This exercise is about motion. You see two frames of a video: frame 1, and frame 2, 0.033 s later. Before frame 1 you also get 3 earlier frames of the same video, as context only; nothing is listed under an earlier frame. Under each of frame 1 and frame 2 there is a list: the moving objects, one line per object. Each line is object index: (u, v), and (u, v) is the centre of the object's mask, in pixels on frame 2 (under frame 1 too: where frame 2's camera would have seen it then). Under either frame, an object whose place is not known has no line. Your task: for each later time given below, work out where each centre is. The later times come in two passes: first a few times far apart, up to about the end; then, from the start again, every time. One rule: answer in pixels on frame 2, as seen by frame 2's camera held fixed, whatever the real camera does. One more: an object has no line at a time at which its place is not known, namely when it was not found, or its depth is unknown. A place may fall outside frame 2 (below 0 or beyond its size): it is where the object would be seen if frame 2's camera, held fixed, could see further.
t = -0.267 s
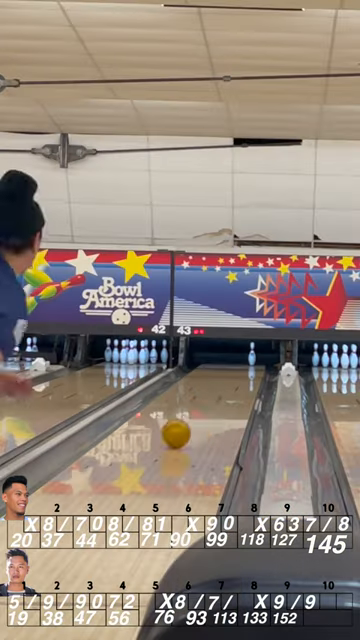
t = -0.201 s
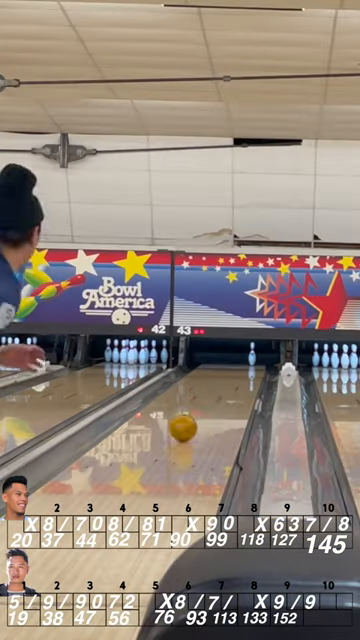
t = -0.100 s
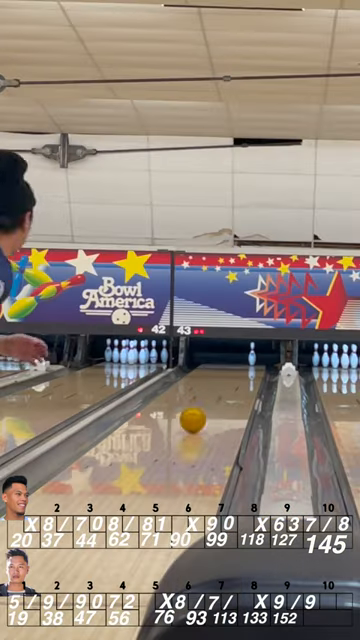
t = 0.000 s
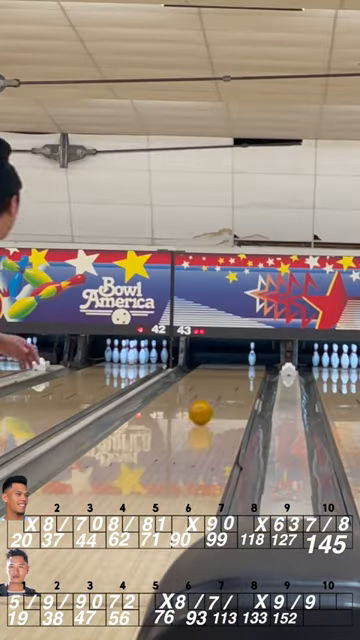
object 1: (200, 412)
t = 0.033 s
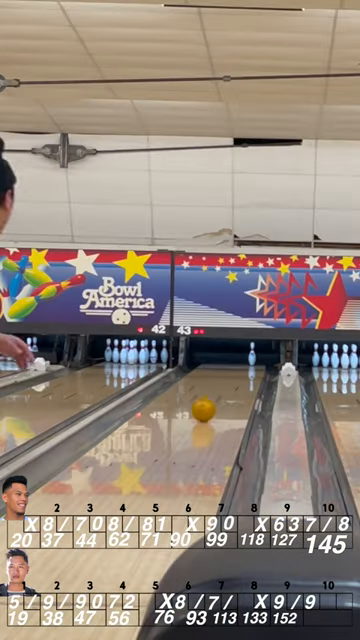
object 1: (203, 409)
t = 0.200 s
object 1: (213, 400)
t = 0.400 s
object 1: (224, 391)
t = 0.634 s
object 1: (233, 381)
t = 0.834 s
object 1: (238, 376)
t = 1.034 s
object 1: (243, 370)
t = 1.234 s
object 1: (245, 366)
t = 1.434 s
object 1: (246, 362)
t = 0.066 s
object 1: (206, 407)
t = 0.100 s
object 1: (208, 405)
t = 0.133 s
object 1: (210, 403)
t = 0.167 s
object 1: (212, 402)
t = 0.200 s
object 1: (213, 400)
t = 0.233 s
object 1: (216, 399)
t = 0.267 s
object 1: (217, 397)
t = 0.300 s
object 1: (219, 395)
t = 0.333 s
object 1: (221, 394)
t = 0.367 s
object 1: (222, 393)
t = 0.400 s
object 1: (224, 391)
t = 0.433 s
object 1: (225, 390)
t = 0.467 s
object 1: (227, 388)
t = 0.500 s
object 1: (229, 386)
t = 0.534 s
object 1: (231, 385)
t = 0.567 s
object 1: (231, 384)
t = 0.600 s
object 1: (232, 383)
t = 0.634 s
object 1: (233, 381)
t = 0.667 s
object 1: (234, 380)
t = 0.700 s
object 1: (235, 379)
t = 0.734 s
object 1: (236, 379)
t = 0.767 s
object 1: (237, 378)
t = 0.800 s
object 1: (238, 377)
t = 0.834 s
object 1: (238, 376)
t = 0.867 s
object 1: (240, 375)
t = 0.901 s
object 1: (240, 374)
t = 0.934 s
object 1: (241, 373)
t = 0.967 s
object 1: (242, 371)
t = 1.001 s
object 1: (242, 370)
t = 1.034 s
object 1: (243, 370)
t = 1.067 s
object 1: (243, 369)
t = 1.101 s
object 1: (243, 369)
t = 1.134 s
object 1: (243, 368)
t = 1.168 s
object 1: (244, 368)
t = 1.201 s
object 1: (244, 366)
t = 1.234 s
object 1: (245, 366)
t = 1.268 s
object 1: (245, 365)
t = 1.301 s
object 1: (246, 364)
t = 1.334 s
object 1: (246, 364)
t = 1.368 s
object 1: (246, 363)
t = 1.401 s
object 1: (246, 362)
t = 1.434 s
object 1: (246, 362)
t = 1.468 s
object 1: (246, 361)
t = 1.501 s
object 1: (246, 360)
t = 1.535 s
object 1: (246, 360)
